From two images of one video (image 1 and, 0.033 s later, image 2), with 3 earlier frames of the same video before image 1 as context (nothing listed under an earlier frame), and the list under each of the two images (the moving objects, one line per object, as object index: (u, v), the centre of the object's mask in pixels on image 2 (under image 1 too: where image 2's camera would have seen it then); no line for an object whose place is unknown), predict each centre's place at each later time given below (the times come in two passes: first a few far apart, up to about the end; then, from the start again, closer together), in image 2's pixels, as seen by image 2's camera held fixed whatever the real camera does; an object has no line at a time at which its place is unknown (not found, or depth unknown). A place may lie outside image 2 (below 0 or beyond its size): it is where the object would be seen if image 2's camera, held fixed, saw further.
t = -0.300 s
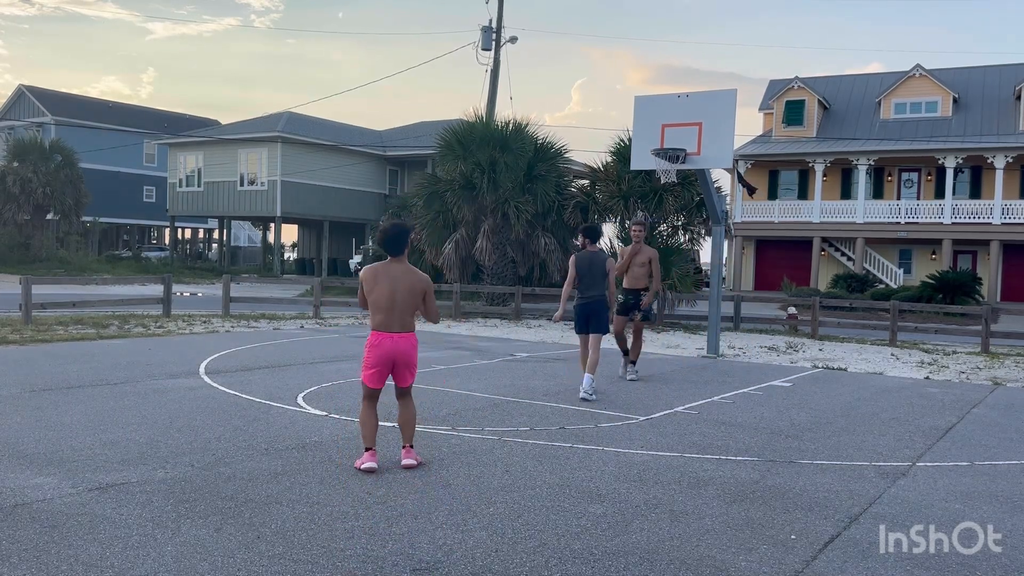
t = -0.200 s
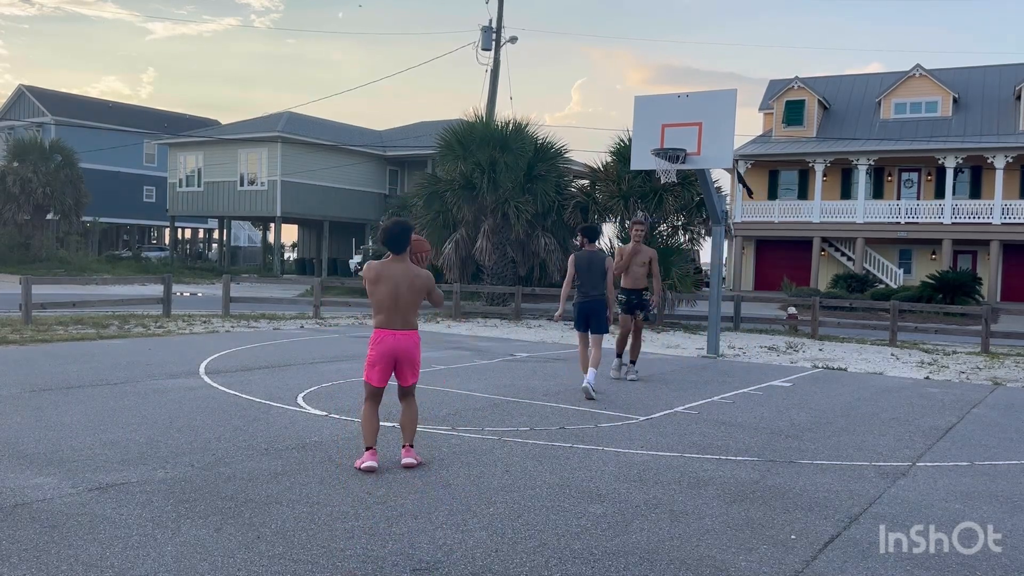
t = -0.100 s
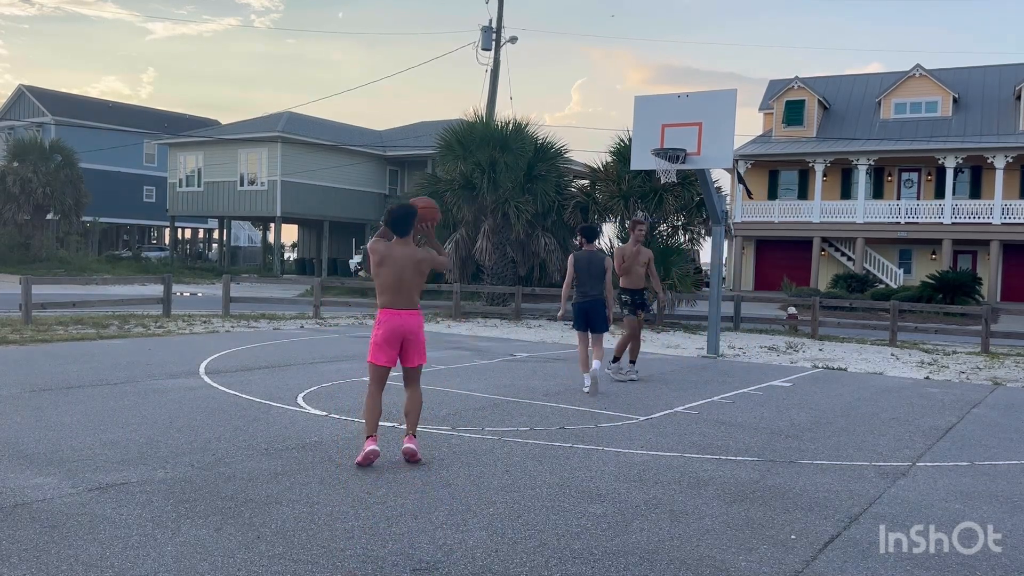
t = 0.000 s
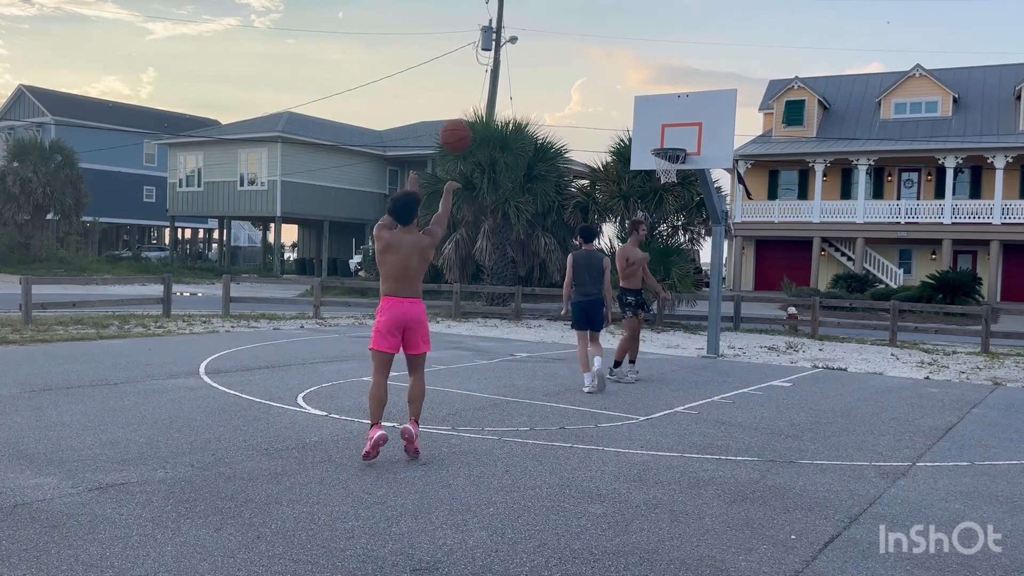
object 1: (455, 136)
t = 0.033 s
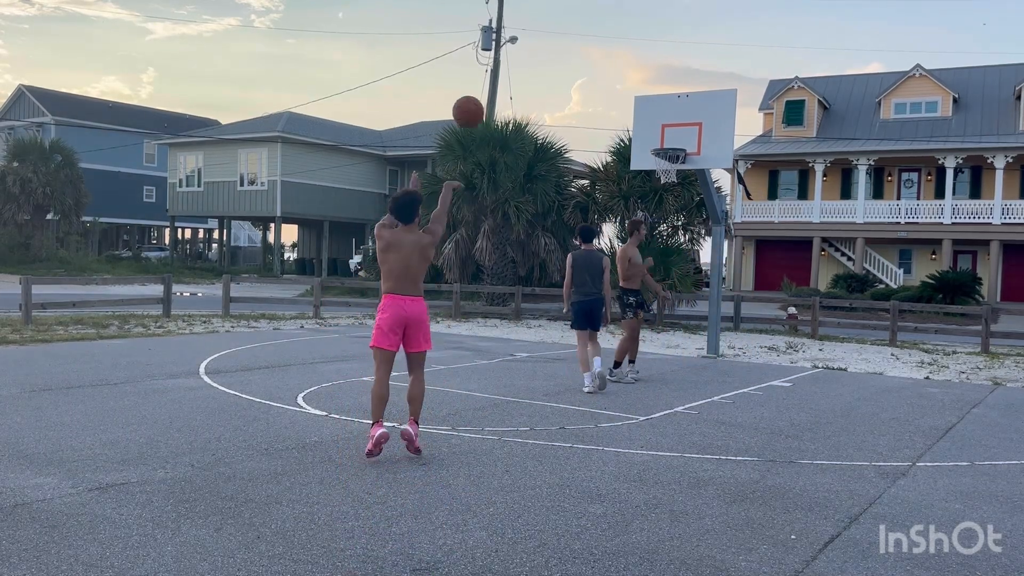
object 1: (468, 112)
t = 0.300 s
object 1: (548, 4)
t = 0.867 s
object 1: (644, 34)
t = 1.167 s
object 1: (672, 138)
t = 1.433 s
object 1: (664, 169)
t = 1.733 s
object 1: (678, 199)
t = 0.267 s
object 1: (540, 8)
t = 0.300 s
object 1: (548, 4)
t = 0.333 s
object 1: (556, 1)
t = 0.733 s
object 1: (627, 5)
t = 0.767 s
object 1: (632, 9)
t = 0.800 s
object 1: (636, 16)
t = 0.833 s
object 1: (640, 25)
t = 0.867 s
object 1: (644, 34)
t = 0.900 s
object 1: (647, 43)
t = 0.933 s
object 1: (651, 54)
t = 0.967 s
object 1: (654, 64)
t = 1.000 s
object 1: (658, 75)
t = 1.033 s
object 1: (661, 87)
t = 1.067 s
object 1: (664, 99)
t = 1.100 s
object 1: (667, 112)
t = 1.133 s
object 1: (669, 125)
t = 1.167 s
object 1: (672, 138)
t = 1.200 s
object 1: (675, 152)
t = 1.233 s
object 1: (664, 158)
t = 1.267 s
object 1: (658, 162)
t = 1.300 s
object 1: (656, 161)
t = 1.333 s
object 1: (657, 162)
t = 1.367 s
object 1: (660, 164)
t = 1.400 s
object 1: (662, 166)
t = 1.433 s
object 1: (664, 169)
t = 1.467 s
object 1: (666, 170)
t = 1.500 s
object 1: (668, 172)
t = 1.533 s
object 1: (670, 174)
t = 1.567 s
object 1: (673, 177)
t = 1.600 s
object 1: (673, 181)
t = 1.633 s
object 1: (674, 184)
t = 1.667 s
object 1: (676, 189)
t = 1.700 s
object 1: (677, 194)
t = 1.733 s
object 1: (678, 199)
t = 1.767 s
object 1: (679, 207)
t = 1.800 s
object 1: (680, 215)
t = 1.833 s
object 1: (681, 223)
